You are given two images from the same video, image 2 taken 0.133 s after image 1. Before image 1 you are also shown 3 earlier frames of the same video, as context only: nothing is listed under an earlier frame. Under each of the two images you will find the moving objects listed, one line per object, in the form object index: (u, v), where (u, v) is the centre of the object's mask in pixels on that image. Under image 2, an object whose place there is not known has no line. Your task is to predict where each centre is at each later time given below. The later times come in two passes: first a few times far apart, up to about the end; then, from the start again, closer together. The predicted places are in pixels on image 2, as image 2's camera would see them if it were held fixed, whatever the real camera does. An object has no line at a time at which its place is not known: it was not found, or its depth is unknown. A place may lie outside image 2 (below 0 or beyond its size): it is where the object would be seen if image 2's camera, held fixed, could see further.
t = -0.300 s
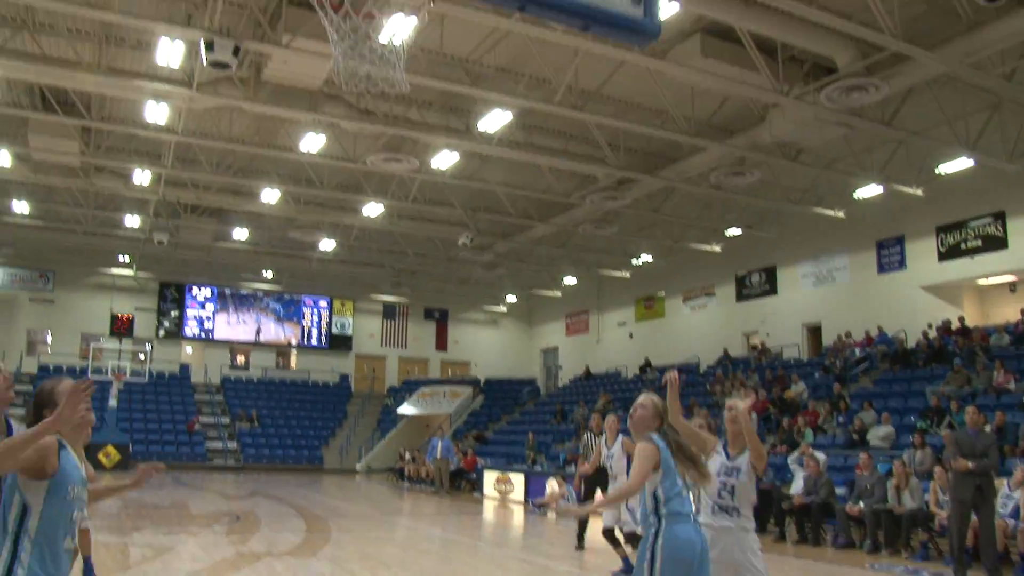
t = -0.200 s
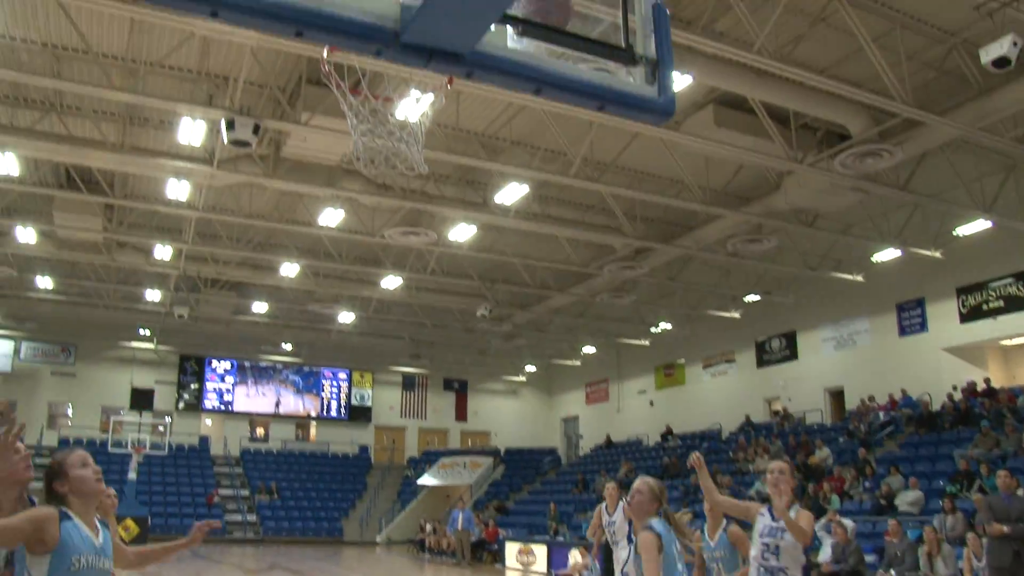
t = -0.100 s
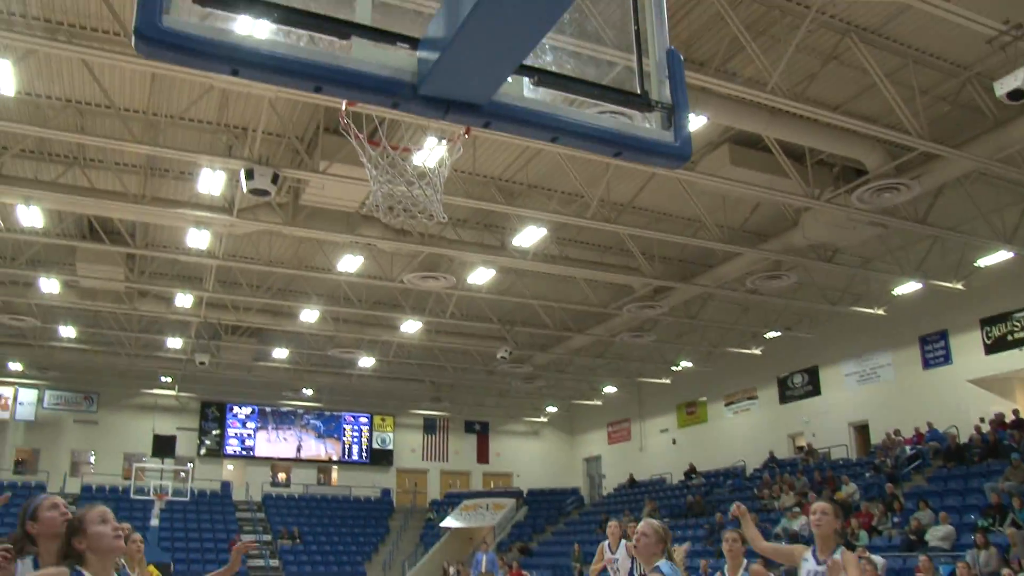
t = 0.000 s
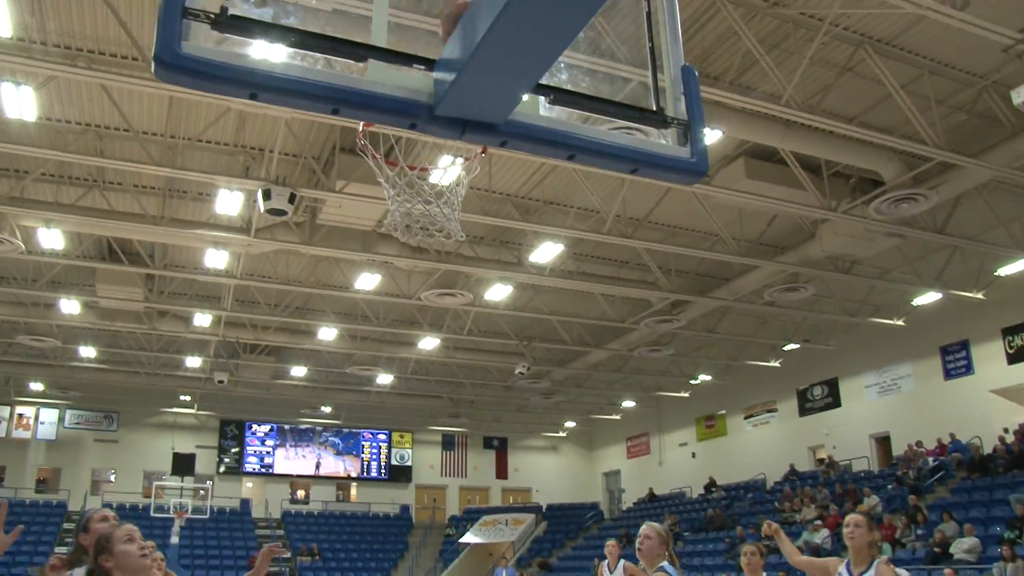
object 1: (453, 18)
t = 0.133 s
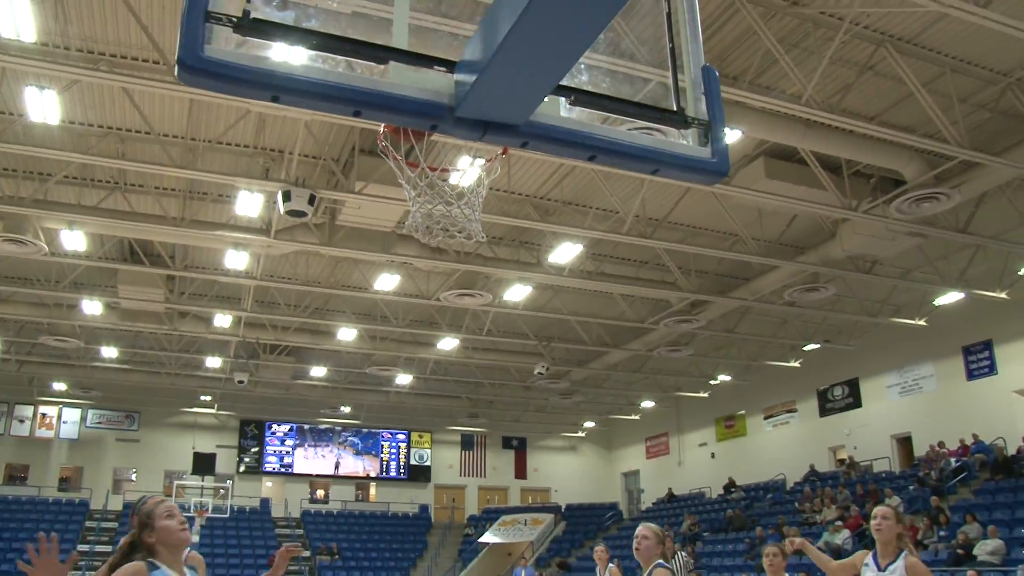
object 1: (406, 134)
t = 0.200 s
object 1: (424, 148)
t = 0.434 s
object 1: (541, 160)
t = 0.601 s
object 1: (635, 207)
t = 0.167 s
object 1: (412, 142)
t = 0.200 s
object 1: (424, 148)
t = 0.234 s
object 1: (440, 149)
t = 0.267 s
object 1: (456, 147)
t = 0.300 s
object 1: (474, 148)
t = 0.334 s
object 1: (490, 150)
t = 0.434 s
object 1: (541, 160)
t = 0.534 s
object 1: (598, 180)
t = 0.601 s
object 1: (635, 207)
